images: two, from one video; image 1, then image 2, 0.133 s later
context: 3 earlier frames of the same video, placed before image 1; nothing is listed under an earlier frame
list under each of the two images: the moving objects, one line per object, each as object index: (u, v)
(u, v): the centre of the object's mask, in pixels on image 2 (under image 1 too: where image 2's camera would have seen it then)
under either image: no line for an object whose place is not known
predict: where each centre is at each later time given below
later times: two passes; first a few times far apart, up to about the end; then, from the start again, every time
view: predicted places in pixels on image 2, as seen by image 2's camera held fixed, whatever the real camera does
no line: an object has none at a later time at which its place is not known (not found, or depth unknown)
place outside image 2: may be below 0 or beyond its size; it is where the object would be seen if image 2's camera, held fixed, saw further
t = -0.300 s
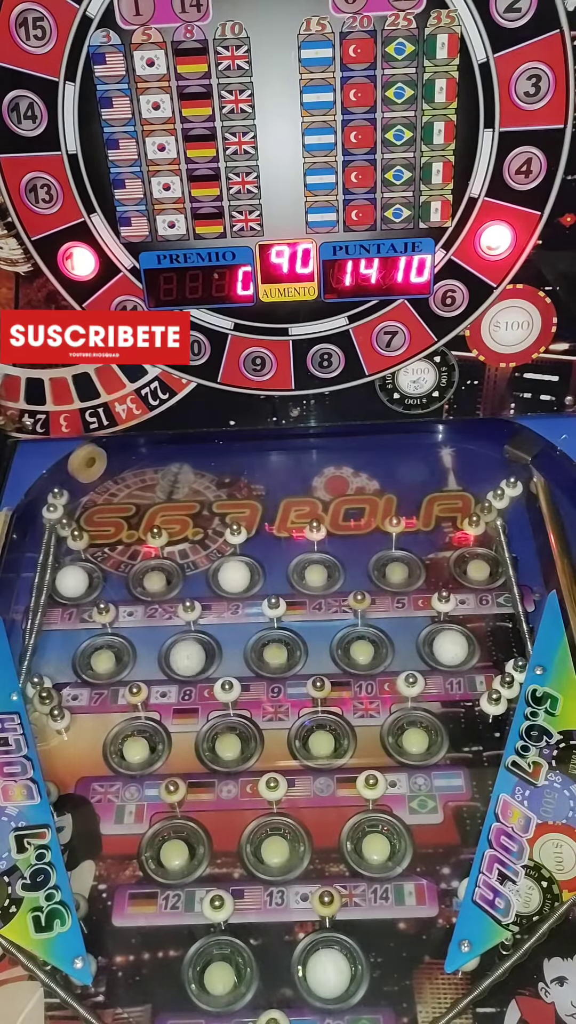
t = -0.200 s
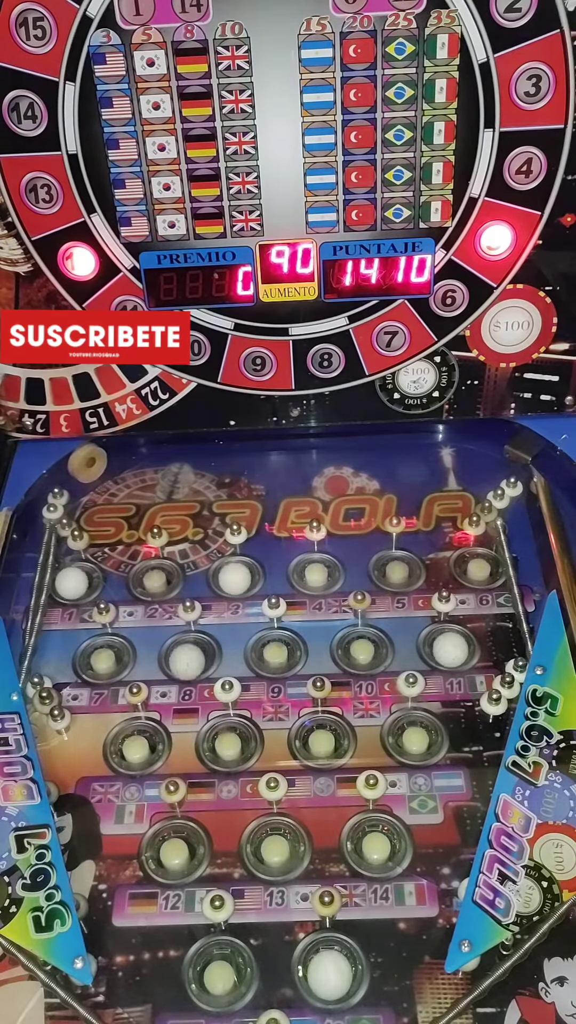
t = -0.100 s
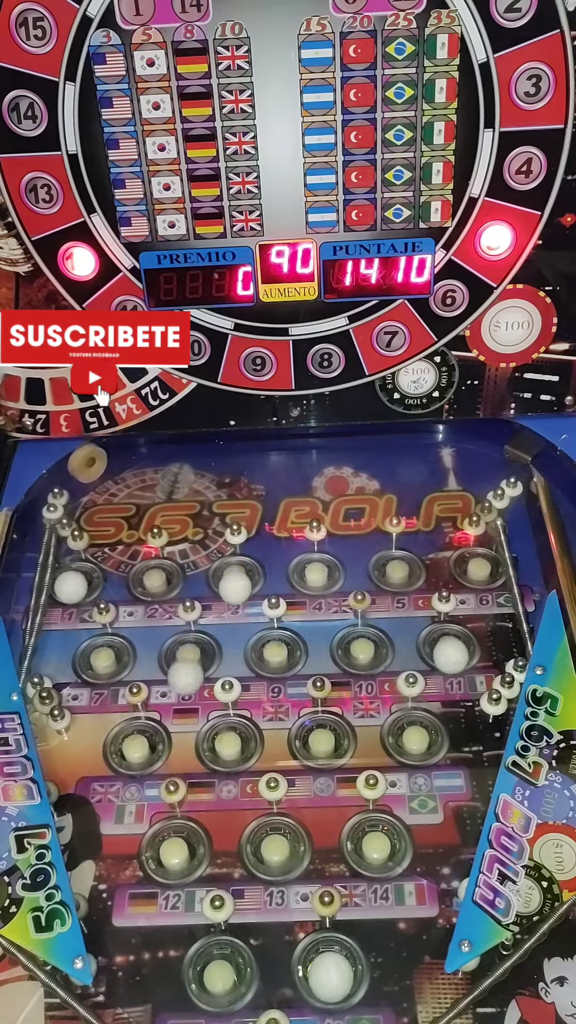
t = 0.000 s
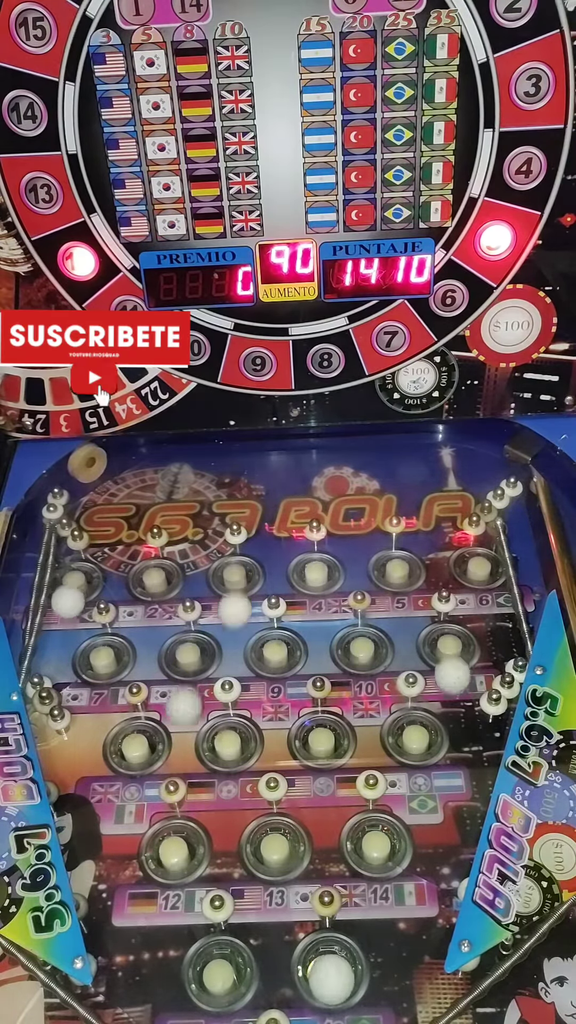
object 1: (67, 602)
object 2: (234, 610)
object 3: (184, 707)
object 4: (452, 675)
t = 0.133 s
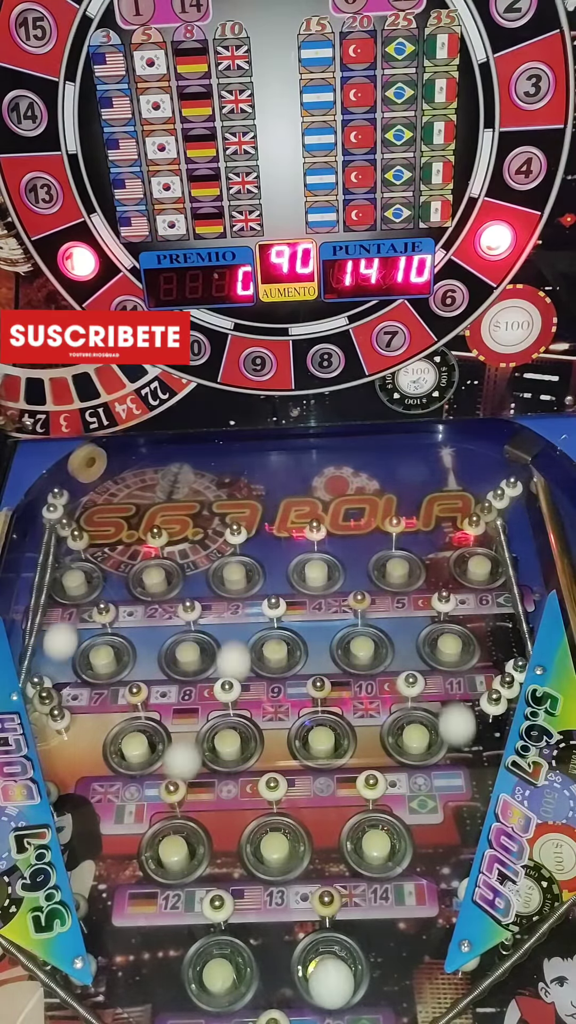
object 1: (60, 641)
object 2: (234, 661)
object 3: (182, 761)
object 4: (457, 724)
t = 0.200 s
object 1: (59, 663)
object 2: (240, 648)
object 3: (194, 735)
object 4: (460, 760)
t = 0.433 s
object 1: (106, 706)
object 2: (219, 645)
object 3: (170, 744)
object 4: (426, 821)
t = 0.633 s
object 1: (84, 765)
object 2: (180, 697)
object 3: (118, 804)
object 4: (457, 807)
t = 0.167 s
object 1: (57, 655)
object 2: (236, 660)
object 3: (187, 749)
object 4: (458, 742)
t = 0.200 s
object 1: (59, 663)
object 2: (240, 648)
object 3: (194, 735)
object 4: (460, 760)
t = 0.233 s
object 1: (68, 664)
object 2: (245, 638)
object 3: (198, 725)
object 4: (462, 783)
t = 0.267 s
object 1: (77, 665)
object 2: (249, 629)
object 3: (203, 717)
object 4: (464, 808)
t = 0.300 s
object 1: (83, 670)
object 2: (250, 625)
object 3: (202, 715)
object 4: (464, 834)
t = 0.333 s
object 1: (89, 676)
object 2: (242, 628)
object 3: (194, 719)
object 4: (459, 855)
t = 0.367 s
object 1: (95, 684)
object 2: (235, 632)
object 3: (187, 725)
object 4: (451, 846)
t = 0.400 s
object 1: (101, 694)
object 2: (227, 638)
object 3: (178, 734)
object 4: (439, 833)
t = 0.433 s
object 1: (106, 706)
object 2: (219, 645)
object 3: (170, 744)
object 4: (426, 821)
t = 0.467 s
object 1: (111, 718)
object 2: (212, 655)
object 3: (162, 756)
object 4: (413, 811)
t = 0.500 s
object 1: (105, 722)
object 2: (208, 667)
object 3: (154, 769)
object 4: (403, 805)
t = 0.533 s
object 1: (100, 730)
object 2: (202, 679)
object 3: (145, 779)
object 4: (413, 801)
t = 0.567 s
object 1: (94, 739)
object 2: (196, 685)
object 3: (137, 785)
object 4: (427, 802)
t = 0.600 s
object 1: (89, 752)
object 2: (188, 690)
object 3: (127, 794)
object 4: (443, 803)
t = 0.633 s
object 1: (84, 765)
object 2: (180, 697)
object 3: (118, 804)
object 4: (457, 807)
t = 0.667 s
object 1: (78, 782)
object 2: (172, 706)
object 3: (107, 817)
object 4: (468, 811)
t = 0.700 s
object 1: (81, 789)
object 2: (163, 718)
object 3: (97, 831)
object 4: (472, 816)
